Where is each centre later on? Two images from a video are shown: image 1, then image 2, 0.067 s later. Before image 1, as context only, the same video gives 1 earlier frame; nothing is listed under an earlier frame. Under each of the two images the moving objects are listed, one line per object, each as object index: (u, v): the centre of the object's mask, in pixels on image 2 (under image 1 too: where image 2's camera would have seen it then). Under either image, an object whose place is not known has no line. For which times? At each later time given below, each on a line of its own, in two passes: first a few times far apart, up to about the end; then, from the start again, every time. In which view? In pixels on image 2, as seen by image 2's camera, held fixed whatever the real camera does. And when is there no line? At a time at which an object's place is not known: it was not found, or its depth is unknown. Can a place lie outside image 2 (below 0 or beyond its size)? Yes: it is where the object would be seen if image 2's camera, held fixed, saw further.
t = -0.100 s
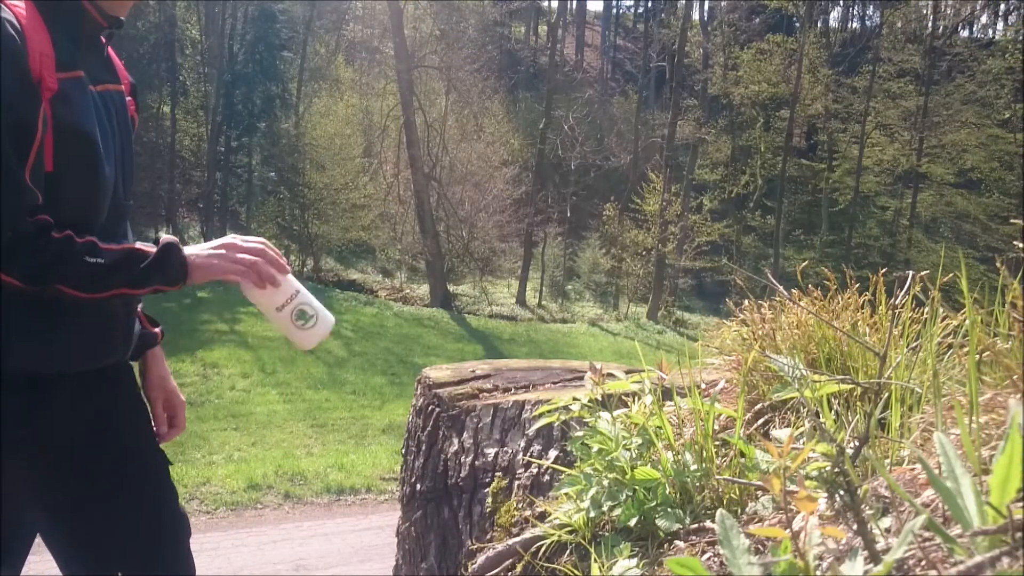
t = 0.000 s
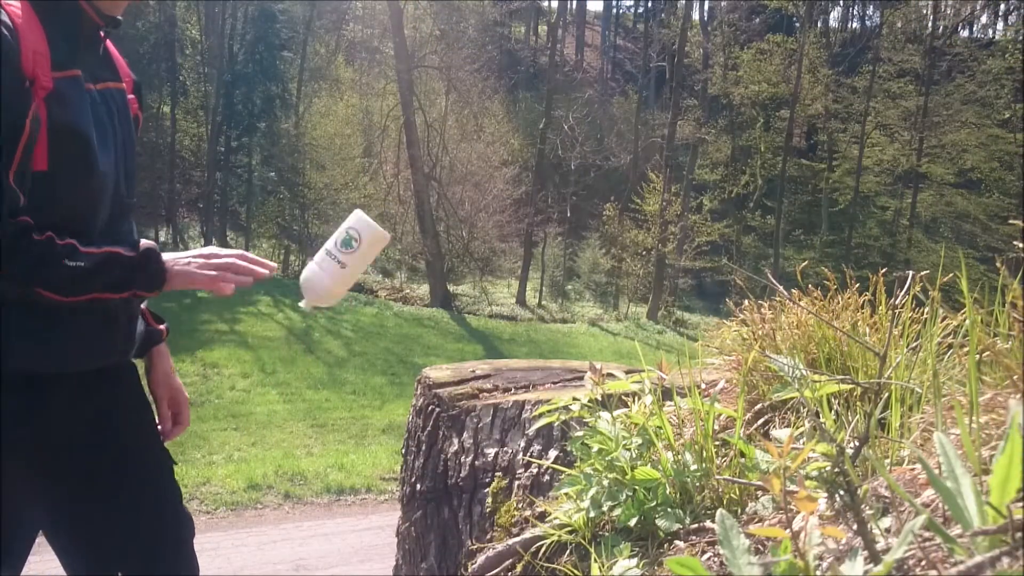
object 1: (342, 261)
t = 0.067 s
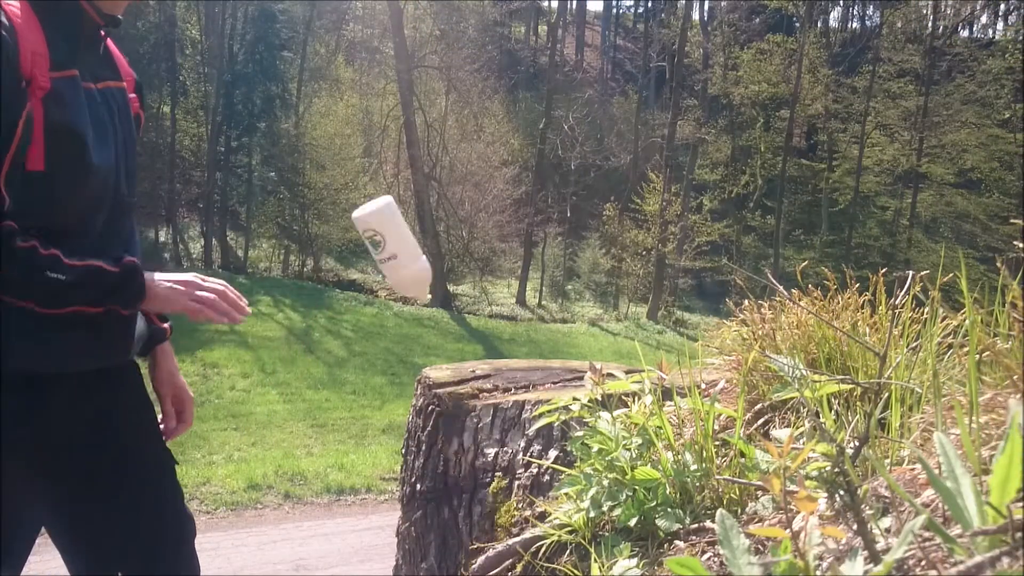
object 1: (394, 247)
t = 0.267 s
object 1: (484, 320)
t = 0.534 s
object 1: (533, 325)
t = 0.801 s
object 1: (532, 324)
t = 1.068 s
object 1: (533, 324)
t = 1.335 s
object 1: (533, 324)
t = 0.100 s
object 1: (415, 246)
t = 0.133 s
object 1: (432, 250)
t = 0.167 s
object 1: (447, 264)
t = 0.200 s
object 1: (460, 286)
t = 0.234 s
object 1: (474, 315)
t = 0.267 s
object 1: (484, 320)
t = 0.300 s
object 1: (495, 325)
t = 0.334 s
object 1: (505, 327)
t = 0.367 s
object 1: (513, 327)
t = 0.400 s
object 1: (520, 326)
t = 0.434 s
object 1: (525, 326)
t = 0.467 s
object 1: (529, 326)
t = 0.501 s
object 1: (532, 325)
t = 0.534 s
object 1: (533, 325)
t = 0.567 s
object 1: (531, 325)
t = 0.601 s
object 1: (530, 324)
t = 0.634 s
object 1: (531, 324)
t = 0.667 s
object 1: (533, 324)
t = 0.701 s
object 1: (535, 324)
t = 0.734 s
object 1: (533, 324)
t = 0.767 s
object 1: (532, 324)
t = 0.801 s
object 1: (532, 324)
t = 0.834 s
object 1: (533, 324)
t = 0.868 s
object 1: (533, 324)
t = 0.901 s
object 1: (533, 324)
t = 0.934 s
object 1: (533, 324)
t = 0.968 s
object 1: (533, 324)
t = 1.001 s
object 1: (533, 324)
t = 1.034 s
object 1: (533, 324)
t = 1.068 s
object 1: (533, 324)
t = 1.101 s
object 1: (533, 324)
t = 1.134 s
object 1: (533, 324)
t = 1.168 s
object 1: (533, 324)
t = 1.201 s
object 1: (533, 324)
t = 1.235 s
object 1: (533, 324)
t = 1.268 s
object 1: (533, 324)
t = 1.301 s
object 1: (533, 324)
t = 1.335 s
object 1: (533, 324)
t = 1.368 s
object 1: (533, 324)
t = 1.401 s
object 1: (533, 324)
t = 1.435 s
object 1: (533, 324)
